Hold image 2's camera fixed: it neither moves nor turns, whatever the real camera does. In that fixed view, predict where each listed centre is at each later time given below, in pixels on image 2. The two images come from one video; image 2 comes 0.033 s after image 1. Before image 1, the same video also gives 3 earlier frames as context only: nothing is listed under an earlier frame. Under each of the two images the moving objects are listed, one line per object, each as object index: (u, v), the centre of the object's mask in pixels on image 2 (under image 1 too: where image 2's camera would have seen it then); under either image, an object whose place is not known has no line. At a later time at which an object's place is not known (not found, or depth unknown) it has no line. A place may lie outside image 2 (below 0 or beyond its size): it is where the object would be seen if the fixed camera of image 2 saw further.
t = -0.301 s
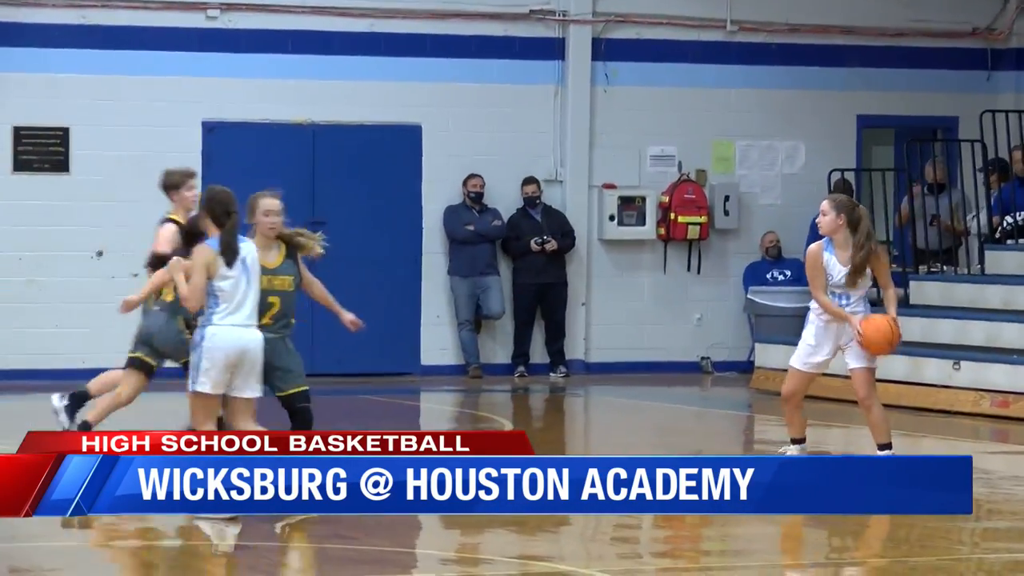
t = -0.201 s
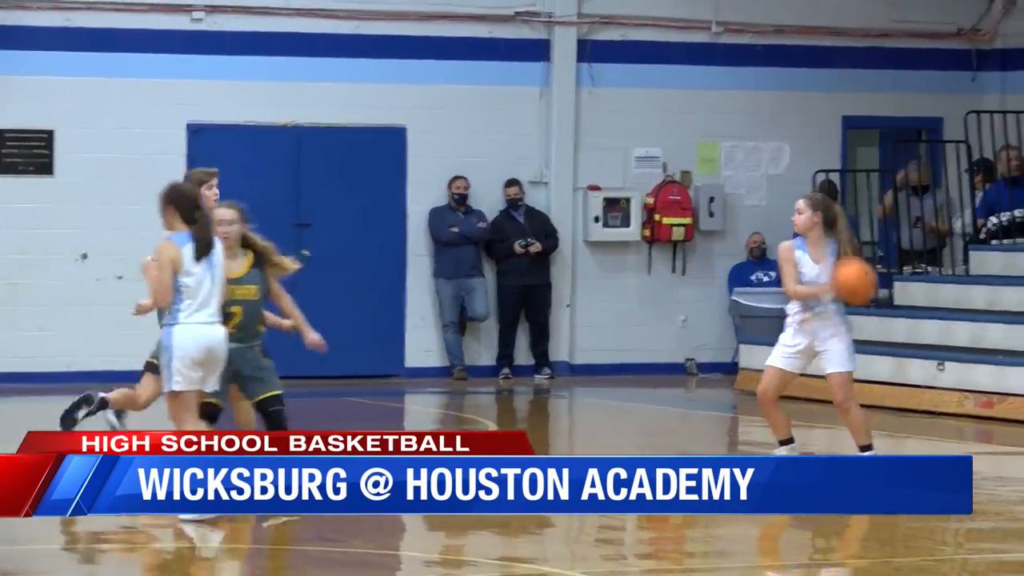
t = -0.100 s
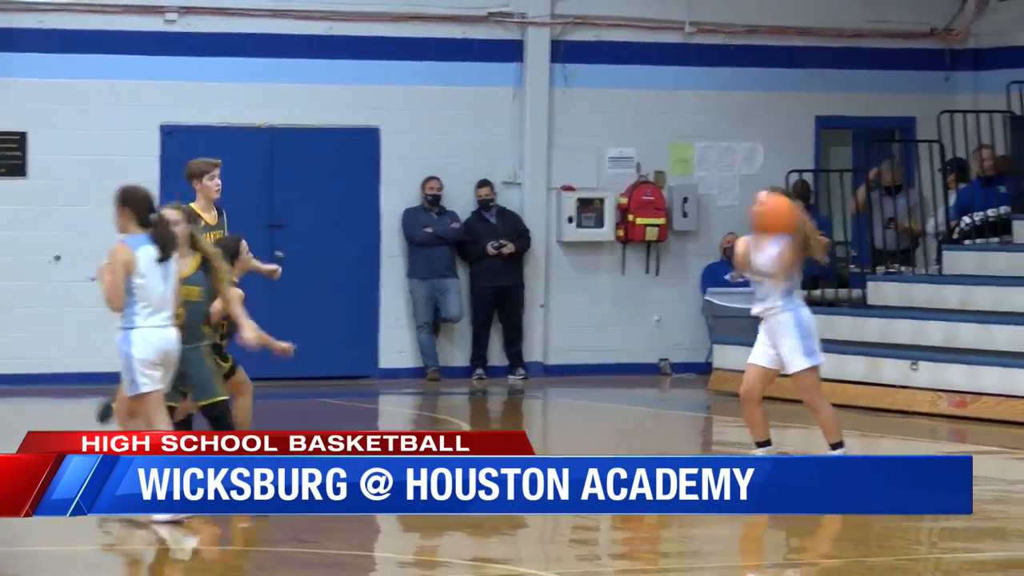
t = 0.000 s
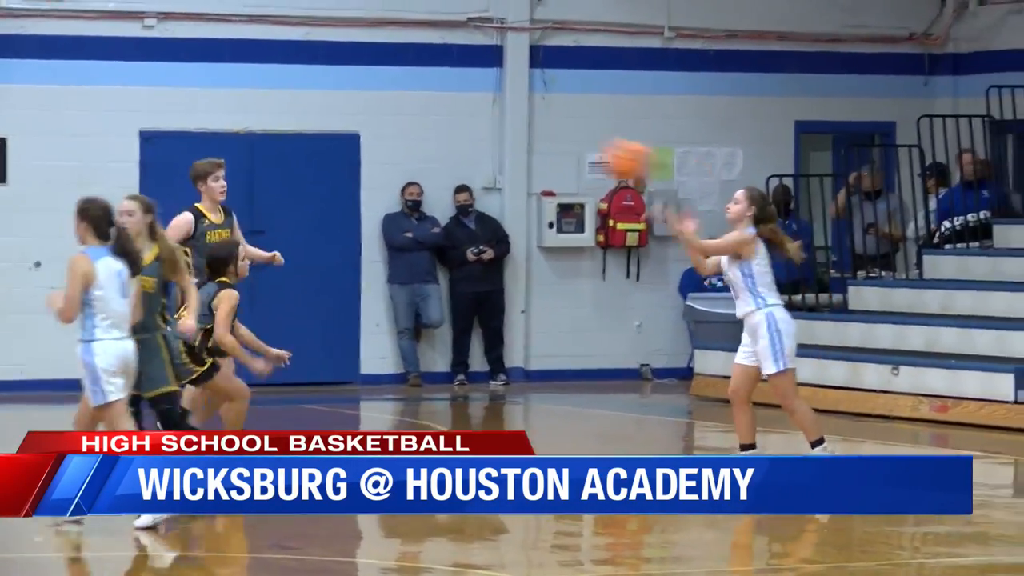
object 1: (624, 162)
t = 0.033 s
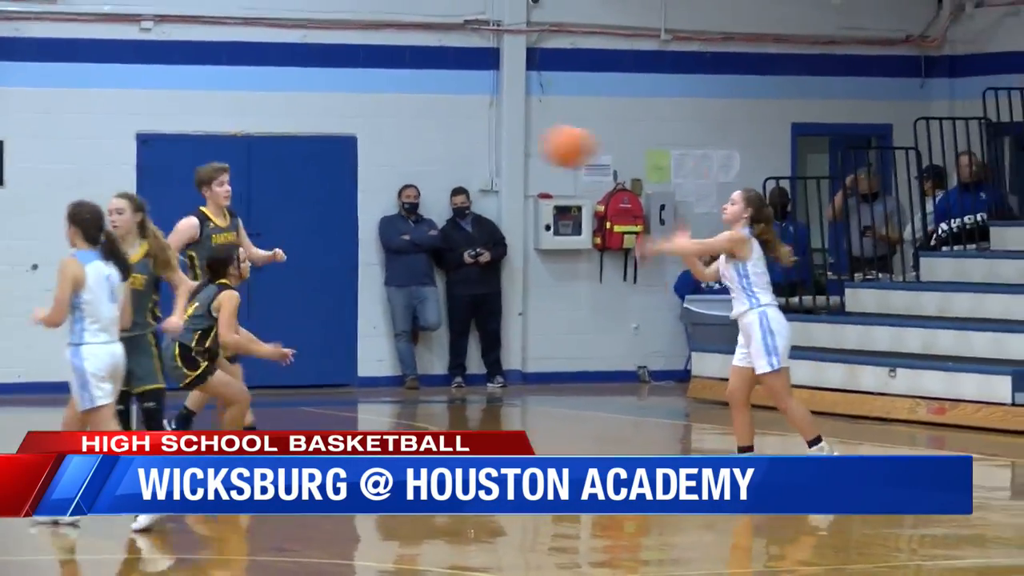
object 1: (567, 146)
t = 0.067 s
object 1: (513, 132)
